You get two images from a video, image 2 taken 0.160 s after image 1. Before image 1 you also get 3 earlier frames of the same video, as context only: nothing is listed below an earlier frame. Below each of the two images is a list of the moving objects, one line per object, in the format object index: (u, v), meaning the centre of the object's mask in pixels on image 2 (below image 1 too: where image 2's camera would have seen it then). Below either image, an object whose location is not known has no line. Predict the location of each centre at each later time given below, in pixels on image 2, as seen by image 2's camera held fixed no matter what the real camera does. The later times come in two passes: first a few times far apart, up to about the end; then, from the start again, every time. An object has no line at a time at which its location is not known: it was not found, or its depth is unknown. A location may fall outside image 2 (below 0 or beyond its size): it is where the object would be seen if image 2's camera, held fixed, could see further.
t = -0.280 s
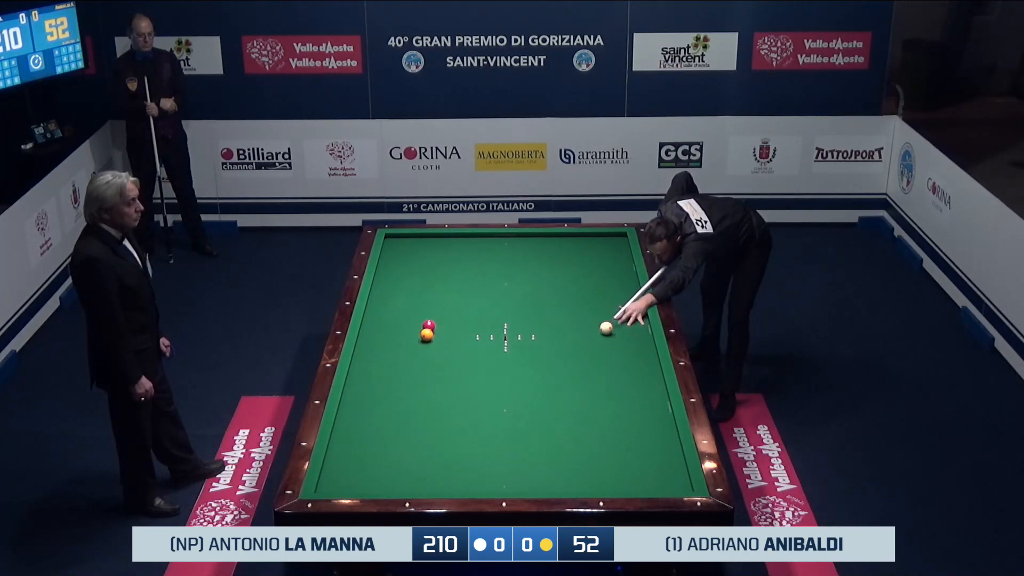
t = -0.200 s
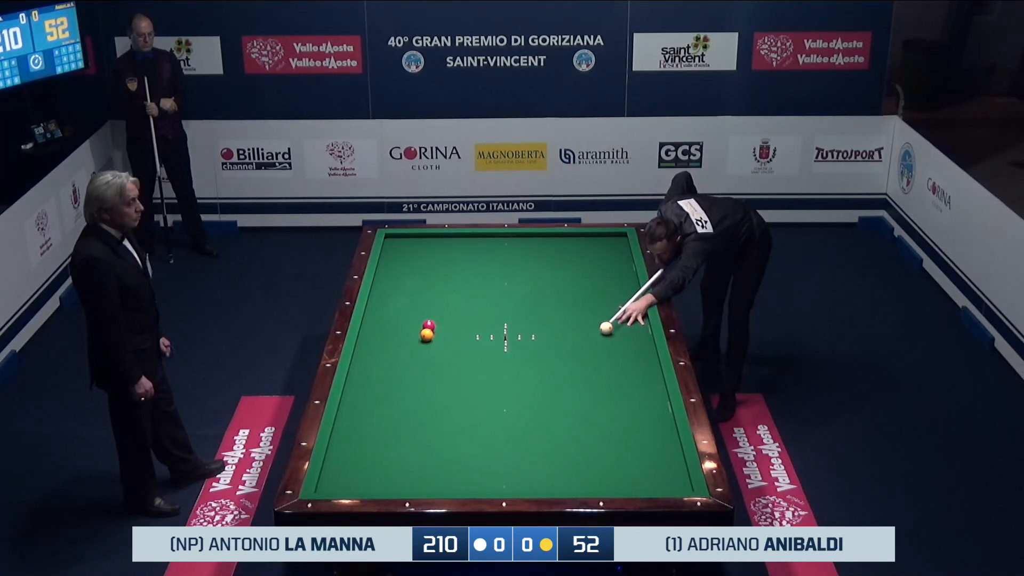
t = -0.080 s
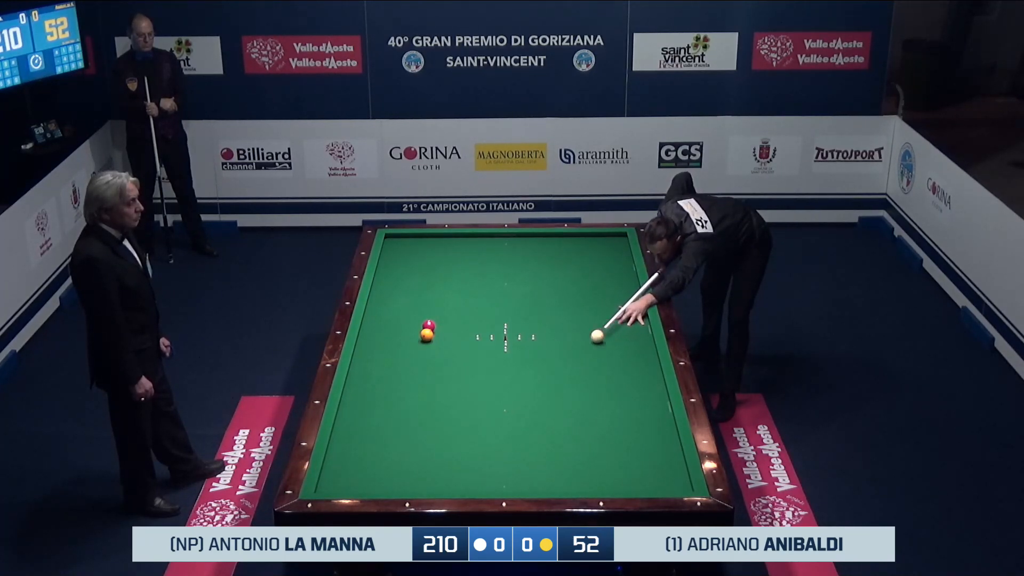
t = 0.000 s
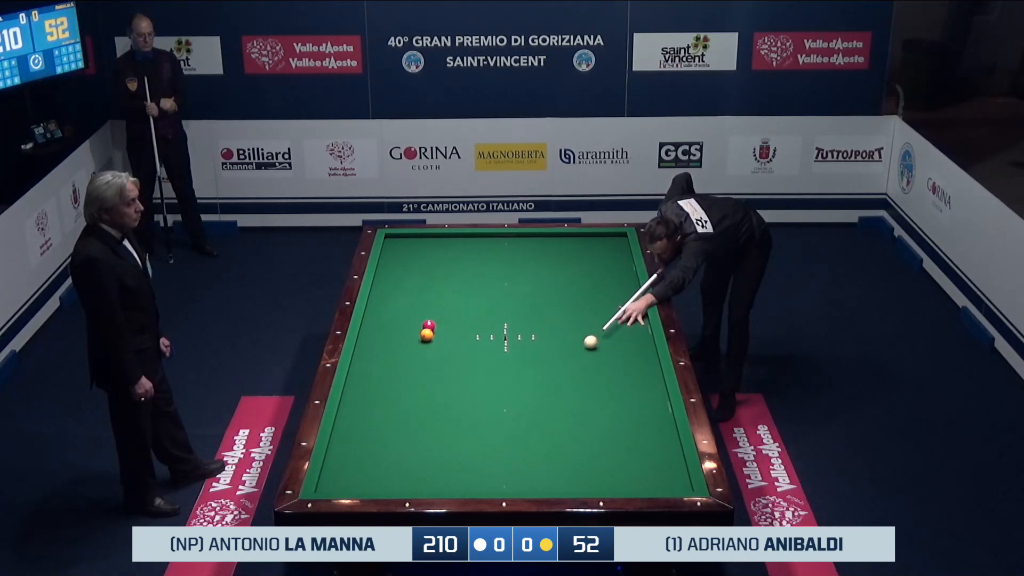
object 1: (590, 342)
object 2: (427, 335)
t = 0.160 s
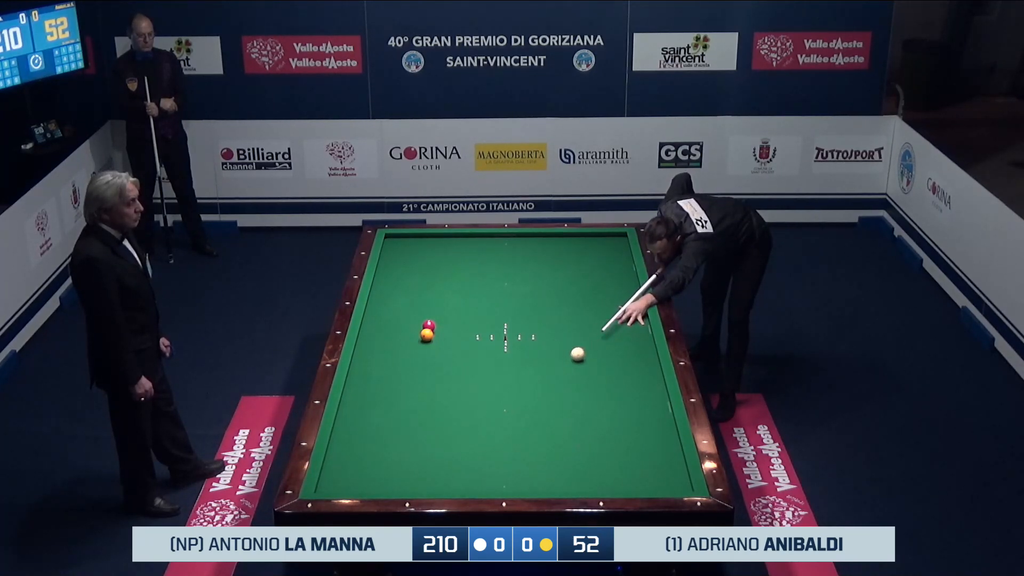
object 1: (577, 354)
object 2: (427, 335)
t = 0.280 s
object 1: (567, 364)
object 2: (427, 335)
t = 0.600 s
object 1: (539, 390)
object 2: (427, 335)
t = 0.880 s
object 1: (513, 414)
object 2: (427, 334)
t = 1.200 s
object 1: (480, 443)
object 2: (427, 335)
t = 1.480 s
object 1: (450, 471)
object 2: (427, 335)
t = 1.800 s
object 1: (421, 481)
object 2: (427, 334)
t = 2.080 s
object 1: (406, 465)
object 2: (427, 335)
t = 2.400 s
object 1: (390, 449)
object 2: (427, 335)
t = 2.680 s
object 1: (377, 435)
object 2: (427, 335)
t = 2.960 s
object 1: (365, 422)
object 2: (427, 335)
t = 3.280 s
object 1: (352, 409)
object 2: (427, 335)
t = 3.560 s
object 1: (351, 399)
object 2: (427, 334)
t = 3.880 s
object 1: (361, 388)
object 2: (427, 335)
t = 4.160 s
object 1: (370, 380)
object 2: (427, 335)
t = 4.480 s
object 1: (379, 372)
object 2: (427, 335)
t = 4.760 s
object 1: (387, 365)
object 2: (427, 335)
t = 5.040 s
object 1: (394, 358)
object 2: (427, 335)
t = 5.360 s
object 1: (401, 351)
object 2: (427, 335)
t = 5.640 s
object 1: (407, 345)
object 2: (427, 335)
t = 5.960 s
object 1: (413, 340)
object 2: (427, 335)
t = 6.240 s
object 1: (414, 336)
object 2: (430, 334)
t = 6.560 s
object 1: (413, 333)
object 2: (435, 332)
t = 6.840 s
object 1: (412, 331)
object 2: (439, 331)
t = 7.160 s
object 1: (411, 328)
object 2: (443, 330)
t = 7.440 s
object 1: (411, 327)
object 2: (446, 329)
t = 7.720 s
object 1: (410, 325)
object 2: (448, 328)
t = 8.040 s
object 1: (409, 324)
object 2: (450, 328)
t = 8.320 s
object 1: (409, 323)
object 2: (450, 328)
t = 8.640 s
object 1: (409, 323)
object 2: (451, 327)
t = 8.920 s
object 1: (408, 322)
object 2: (451, 327)
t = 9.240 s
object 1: (408, 322)
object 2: (451, 327)
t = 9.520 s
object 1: (408, 322)
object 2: (451, 327)
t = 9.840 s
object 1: (409, 322)
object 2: (451, 327)
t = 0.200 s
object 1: (574, 357)
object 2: (427, 335)
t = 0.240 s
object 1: (571, 360)
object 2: (427, 334)
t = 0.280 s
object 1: (567, 364)
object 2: (427, 335)
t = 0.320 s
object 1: (564, 367)
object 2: (427, 335)
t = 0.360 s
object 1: (560, 370)
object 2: (427, 335)
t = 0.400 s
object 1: (557, 373)
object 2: (427, 335)
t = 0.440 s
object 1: (553, 376)
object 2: (427, 335)
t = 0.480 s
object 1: (550, 380)
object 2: (427, 335)
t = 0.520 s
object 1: (546, 383)
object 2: (427, 335)
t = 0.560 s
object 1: (543, 386)
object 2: (427, 335)
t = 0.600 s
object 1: (539, 390)
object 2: (427, 335)
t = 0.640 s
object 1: (535, 393)
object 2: (427, 335)
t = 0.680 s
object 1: (531, 397)
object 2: (427, 335)
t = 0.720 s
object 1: (528, 400)
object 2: (427, 335)
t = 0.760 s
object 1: (524, 403)
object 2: (427, 334)
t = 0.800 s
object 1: (520, 407)
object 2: (427, 335)
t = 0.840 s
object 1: (516, 410)
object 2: (427, 335)
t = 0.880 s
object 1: (513, 414)
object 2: (427, 334)
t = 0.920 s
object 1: (508, 418)
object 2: (427, 334)
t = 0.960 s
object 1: (505, 421)
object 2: (427, 335)
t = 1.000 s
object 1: (500, 425)
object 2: (427, 335)
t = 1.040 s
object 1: (496, 428)
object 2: (427, 334)
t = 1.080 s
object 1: (492, 432)
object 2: (427, 334)
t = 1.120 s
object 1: (488, 436)
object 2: (427, 335)
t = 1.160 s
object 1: (484, 440)
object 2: (427, 335)
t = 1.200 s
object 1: (480, 443)
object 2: (427, 335)
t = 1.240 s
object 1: (476, 447)
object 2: (427, 335)
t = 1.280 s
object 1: (472, 451)
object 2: (427, 334)
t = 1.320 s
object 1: (468, 455)
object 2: (427, 335)
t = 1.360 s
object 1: (463, 459)
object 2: (427, 335)
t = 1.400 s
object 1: (459, 463)
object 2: (427, 334)
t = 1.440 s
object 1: (454, 467)
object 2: (427, 335)
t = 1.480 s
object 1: (450, 471)
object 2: (427, 335)
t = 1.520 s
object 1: (446, 475)
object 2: (427, 335)
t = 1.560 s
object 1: (441, 479)
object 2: (427, 335)
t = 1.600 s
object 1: (436, 483)
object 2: (427, 335)
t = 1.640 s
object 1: (432, 486)
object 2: (427, 335)
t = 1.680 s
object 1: (428, 487)
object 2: (427, 335)
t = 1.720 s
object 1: (426, 485)
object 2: (427, 335)
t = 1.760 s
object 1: (423, 483)
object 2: (427, 334)
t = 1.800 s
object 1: (421, 481)
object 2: (427, 334)
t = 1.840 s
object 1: (419, 479)
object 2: (427, 335)
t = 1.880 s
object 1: (417, 476)
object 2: (427, 334)
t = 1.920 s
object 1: (415, 474)
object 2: (427, 335)
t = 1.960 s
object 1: (412, 472)
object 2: (427, 335)
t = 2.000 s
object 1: (410, 470)
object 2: (427, 334)
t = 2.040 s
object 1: (408, 467)
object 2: (427, 334)
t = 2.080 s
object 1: (406, 465)
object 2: (427, 335)
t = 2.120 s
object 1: (404, 463)
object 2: (427, 334)
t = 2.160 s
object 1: (402, 461)
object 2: (427, 334)
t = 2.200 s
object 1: (400, 459)
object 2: (427, 335)
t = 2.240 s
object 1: (398, 457)
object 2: (427, 334)
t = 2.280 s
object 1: (396, 455)
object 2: (427, 335)
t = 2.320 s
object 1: (394, 453)
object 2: (427, 335)
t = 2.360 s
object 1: (392, 451)
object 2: (427, 335)
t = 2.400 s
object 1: (390, 449)
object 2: (427, 335)
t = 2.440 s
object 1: (388, 447)
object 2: (427, 335)
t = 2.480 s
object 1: (386, 445)
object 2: (427, 335)
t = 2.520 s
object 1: (384, 443)
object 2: (427, 334)
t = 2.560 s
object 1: (382, 441)
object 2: (427, 334)
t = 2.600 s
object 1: (380, 439)
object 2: (427, 334)
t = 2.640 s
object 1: (378, 437)
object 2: (427, 335)
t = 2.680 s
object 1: (377, 435)
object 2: (427, 335)
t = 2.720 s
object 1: (375, 433)
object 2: (427, 335)
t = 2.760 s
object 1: (373, 431)
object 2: (427, 334)
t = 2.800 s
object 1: (371, 429)
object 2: (427, 334)
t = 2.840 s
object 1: (370, 428)
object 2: (427, 335)
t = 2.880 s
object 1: (368, 426)
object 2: (427, 335)
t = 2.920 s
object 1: (366, 424)
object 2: (427, 335)
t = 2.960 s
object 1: (365, 422)
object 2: (427, 335)
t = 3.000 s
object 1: (363, 421)
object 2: (427, 335)
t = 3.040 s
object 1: (361, 419)
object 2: (427, 335)
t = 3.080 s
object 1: (360, 417)
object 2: (427, 335)
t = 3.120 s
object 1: (358, 415)
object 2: (427, 335)
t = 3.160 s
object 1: (356, 414)
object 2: (427, 334)
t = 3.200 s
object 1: (355, 412)
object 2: (427, 334)
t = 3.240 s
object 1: (353, 411)
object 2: (427, 335)
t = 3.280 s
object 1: (352, 409)
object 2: (427, 335)
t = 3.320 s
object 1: (350, 407)
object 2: (427, 335)
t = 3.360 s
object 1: (348, 406)
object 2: (427, 335)
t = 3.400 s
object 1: (347, 404)
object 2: (427, 335)
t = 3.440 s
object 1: (346, 403)
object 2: (427, 335)
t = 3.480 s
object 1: (348, 401)
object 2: (427, 334)
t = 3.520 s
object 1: (349, 400)
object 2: (427, 335)
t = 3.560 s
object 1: (351, 399)
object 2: (427, 334)
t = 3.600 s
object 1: (352, 397)
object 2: (427, 334)
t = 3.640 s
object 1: (353, 396)
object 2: (427, 335)
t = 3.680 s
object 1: (355, 395)
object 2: (427, 335)
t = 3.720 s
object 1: (356, 393)
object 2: (427, 335)
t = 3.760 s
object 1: (357, 392)
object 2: (427, 334)
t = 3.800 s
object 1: (359, 391)
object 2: (427, 334)
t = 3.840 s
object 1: (360, 390)
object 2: (427, 335)
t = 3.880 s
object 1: (361, 388)
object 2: (427, 335)
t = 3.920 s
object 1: (363, 387)
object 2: (427, 335)
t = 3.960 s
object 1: (364, 386)
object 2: (427, 334)
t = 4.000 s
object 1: (365, 385)
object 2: (427, 335)
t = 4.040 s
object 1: (366, 384)
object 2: (427, 334)
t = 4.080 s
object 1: (367, 383)
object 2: (427, 334)
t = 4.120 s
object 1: (369, 381)
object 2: (427, 335)
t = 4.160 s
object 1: (370, 380)
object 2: (427, 335)
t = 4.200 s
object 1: (371, 379)
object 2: (427, 335)
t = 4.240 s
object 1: (372, 378)
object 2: (427, 334)
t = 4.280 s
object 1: (374, 377)
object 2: (427, 334)
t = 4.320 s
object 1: (375, 376)
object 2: (427, 335)
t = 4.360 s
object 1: (376, 375)
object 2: (427, 335)
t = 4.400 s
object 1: (377, 374)
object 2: (427, 334)
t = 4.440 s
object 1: (378, 373)
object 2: (427, 335)
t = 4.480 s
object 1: (379, 372)
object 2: (427, 335)
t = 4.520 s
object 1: (380, 371)
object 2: (427, 335)
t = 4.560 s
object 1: (381, 370)
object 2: (427, 334)
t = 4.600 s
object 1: (382, 369)
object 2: (427, 335)
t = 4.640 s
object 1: (384, 368)
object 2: (427, 335)
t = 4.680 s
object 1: (385, 367)
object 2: (427, 335)
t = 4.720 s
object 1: (386, 366)
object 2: (427, 335)
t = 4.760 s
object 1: (387, 365)
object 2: (427, 335)
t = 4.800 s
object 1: (388, 364)
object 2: (427, 335)
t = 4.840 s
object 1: (389, 363)
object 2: (427, 335)
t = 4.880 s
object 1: (390, 362)
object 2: (427, 335)
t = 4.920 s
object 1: (391, 361)
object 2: (427, 335)
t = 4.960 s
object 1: (392, 360)
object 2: (427, 334)
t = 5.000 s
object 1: (393, 359)
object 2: (427, 335)
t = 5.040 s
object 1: (394, 358)
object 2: (427, 335)
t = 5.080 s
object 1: (395, 357)
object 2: (427, 335)
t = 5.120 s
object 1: (396, 356)
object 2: (427, 335)
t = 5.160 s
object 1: (397, 355)
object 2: (427, 335)
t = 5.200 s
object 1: (398, 355)
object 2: (427, 335)
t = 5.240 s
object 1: (398, 354)
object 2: (427, 334)
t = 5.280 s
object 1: (399, 353)
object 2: (427, 335)
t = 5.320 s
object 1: (400, 352)
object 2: (427, 335)
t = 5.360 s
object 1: (401, 351)
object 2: (427, 335)
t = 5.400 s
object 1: (402, 350)
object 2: (427, 335)
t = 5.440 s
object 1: (403, 350)
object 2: (427, 335)
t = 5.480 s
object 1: (404, 349)
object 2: (427, 335)
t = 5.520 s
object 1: (404, 348)
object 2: (427, 335)
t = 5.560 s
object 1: (405, 347)
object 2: (427, 335)
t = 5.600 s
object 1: (406, 346)
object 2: (427, 335)
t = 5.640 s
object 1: (407, 345)
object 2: (427, 335)
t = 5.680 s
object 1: (408, 345)
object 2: (427, 335)
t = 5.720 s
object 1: (408, 344)
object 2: (427, 335)
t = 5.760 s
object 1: (409, 343)
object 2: (427, 335)
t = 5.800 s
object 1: (410, 342)
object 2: (427, 335)
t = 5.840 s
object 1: (411, 342)
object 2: (427, 335)
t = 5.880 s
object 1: (412, 341)
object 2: (427, 335)
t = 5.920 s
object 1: (412, 340)
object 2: (427, 335)
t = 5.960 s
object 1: (413, 340)
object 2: (427, 335)
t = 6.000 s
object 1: (414, 339)
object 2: (427, 335)
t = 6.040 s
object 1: (415, 338)
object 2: (427, 335)
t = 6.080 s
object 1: (415, 338)
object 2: (427, 334)
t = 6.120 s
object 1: (415, 337)
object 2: (428, 334)
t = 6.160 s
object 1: (414, 337)
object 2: (429, 334)
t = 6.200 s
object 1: (414, 336)
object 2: (429, 334)
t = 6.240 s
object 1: (414, 336)
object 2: (430, 334)
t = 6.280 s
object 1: (414, 335)
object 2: (431, 333)
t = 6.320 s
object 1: (414, 335)
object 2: (431, 333)
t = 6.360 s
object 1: (414, 335)
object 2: (432, 333)
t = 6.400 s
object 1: (413, 334)
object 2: (433, 333)
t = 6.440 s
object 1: (413, 334)
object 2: (433, 333)
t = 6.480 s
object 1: (413, 334)
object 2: (434, 332)
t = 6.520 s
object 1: (413, 333)
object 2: (435, 332)
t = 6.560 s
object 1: (413, 333)
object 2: (435, 332)
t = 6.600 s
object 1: (413, 333)
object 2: (436, 332)
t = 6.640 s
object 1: (413, 332)
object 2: (436, 332)
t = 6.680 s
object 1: (412, 332)
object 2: (437, 331)
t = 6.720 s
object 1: (412, 332)
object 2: (437, 331)
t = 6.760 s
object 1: (412, 331)
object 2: (438, 331)
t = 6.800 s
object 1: (412, 331)
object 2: (439, 331)
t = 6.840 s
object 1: (412, 331)
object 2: (439, 331)
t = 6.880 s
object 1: (412, 330)
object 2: (440, 331)
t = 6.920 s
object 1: (412, 330)
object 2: (440, 331)
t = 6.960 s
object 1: (412, 330)
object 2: (441, 330)
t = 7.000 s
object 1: (412, 329)
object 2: (441, 330)
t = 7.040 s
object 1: (412, 329)
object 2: (441, 330)
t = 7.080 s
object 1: (411, 329)
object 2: (442, 330)
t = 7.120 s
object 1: (411, 329)
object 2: (442, 330)
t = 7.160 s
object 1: (411, 328)
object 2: (443, 330)
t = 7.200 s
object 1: (411, 328)
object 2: (444, 330)
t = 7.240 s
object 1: (411, 328)
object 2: (444, 330)
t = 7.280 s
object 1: (411, 328)
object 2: (444, 329)
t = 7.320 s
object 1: (411, 327)
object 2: (444, 329)
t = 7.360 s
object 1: (411, 327)
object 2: (445, 329)
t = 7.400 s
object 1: (411, 327)
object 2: (445, 329)
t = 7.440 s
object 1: (411, 327)
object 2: (446, 329)
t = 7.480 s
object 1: (410, 326)
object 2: (446, 329)
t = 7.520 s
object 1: (410, 326)
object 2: (446, 329)
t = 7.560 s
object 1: (410, 326)
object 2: (446, 329)
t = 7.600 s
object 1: (410, 326)
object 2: (447, 329)
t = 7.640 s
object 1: (410, 326)
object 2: (447, 329)
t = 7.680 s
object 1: (410, 326)
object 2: (447, 328)
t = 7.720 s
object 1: (410, 325)
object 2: (448, 328)
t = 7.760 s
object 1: (410, 325)
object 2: (448, 328)
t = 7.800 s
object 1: (410, 325)
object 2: (448, 328)
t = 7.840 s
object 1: (410, 325)
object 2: (449, 328)
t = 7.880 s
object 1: (410, 324)
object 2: (449, 328)
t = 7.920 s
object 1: (409, 324)
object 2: (449, 328)
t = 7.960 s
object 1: (409, 324)
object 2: (449, 328)
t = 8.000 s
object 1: (409, 324)
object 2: (449, 328)
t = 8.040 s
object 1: (409, 324)
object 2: (450, 328)
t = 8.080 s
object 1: (409, 324)
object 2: (450, 328)
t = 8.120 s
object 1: (409, 324)
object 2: (450, 328)
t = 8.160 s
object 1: (409, 324)
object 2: (450, 328)
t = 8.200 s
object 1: (409, 323)
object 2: (450, 328)
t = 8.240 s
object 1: (409, 323)
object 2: (450, 328)
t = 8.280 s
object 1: (409, 323)
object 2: (450, 328)
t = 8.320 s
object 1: (409, 323)
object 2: (450, 328)
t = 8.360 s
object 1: (409, 323)
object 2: (451, 328)
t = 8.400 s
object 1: (409, 323)
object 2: (451, 328)
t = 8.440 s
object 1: (409, 323)
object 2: (451, 328)
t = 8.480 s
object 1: (409, 323)
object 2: (451, 328)
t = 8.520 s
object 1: (409, 323)
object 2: (451, 328)
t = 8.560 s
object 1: (409, 323)
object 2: (451, 328)
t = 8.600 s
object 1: (409, 323)
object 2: (451, 327)
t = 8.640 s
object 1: (409, 323)
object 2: (451, 327)
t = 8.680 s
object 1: (408, 323)
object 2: (451, 327)
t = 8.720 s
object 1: (408, 323)
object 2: (451, 327)
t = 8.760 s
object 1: (408, 322)
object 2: (451, 327)
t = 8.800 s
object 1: (408, 322)
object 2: (451, 327)
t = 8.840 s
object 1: (408, 322)
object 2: (451, 327)
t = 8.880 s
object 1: (408, 322)
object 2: (451, 327)
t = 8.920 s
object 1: (408, 322)
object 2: (451, 327)
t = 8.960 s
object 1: (408, 322)
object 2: (451, 327)
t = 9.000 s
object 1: (408, 322)
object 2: (451, 327)
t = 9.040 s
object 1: (408, 322)
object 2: (451, 327)
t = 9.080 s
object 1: (408, 322)
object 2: (451, 327)
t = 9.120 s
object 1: (408, 322)
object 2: (451, 327)
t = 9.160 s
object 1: (408, 322)
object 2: (451, 327)
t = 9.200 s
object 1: (408, 322)
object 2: (451, 327)
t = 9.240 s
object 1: (408, 322)
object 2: (451, 327)
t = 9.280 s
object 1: (408, 322)
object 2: (451, 327)
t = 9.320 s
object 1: (408, 322)
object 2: (451, 327)
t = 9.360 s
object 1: (408, 322)
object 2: (451, 327)
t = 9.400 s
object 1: (408, 322)
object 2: (451, 327)
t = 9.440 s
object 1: (408, 322)
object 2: (451, 327)
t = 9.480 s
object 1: (408, 322)
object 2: (451, 327)
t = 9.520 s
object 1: (408, 322)
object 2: (451, 327)
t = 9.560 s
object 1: (408, 322)
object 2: (451, 327)
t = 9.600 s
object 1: (408, 322)
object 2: (451, 328)
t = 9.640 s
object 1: (408, 322)
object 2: (451, 327)
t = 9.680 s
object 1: (408, 322)
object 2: (451, 328)
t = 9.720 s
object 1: (408, 322)
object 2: (451, 327)
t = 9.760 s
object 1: (409, 322)
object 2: (451, 327)
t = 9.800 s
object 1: (409, 322)
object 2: (451, 327)
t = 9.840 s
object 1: (409, 322)
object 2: (451, 327)
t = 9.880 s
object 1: (409, 322)
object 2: (451, 327)
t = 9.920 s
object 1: (409, 322)
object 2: (451, 327)
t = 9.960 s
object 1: (409, 322)
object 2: (451, 327)
